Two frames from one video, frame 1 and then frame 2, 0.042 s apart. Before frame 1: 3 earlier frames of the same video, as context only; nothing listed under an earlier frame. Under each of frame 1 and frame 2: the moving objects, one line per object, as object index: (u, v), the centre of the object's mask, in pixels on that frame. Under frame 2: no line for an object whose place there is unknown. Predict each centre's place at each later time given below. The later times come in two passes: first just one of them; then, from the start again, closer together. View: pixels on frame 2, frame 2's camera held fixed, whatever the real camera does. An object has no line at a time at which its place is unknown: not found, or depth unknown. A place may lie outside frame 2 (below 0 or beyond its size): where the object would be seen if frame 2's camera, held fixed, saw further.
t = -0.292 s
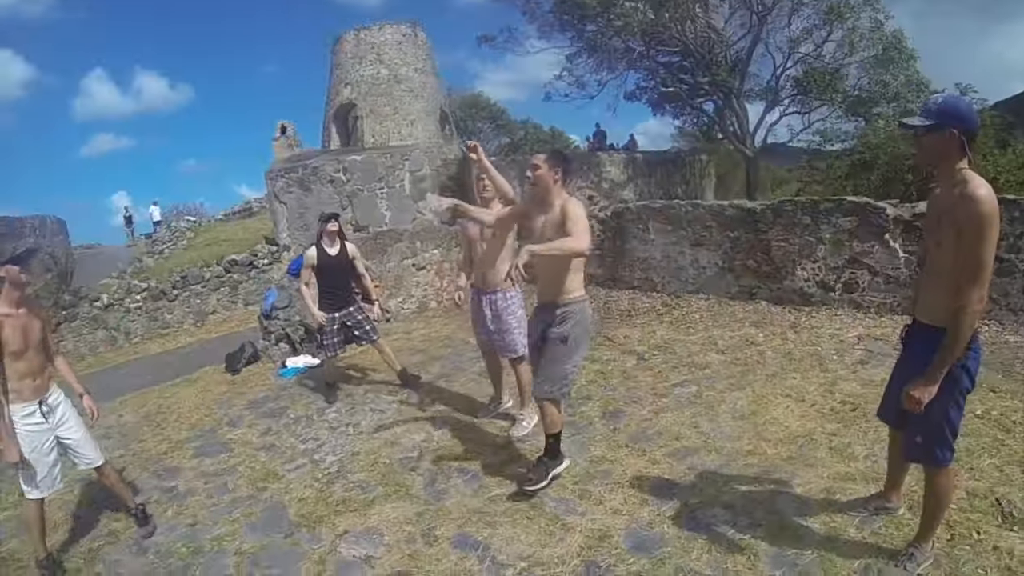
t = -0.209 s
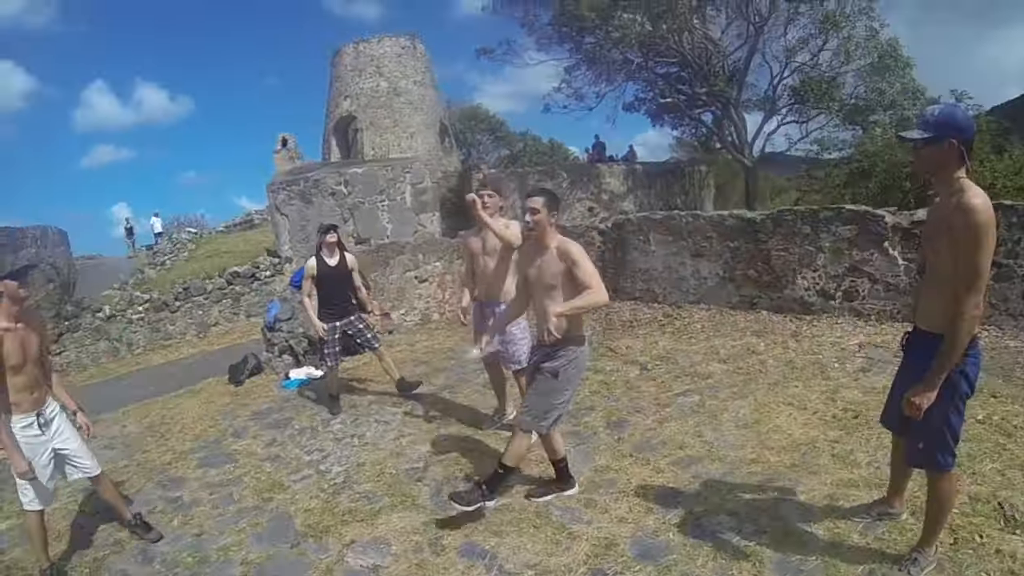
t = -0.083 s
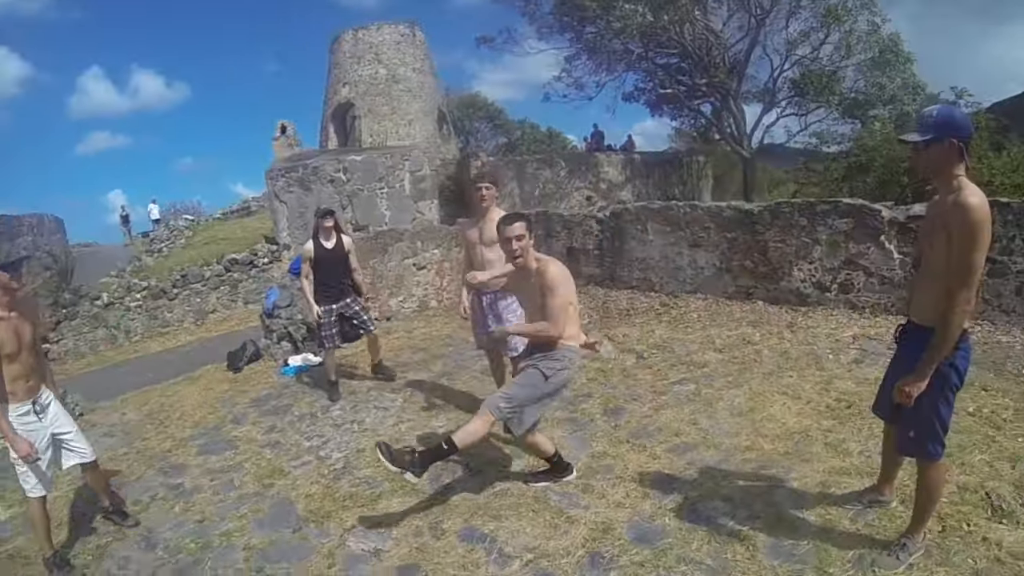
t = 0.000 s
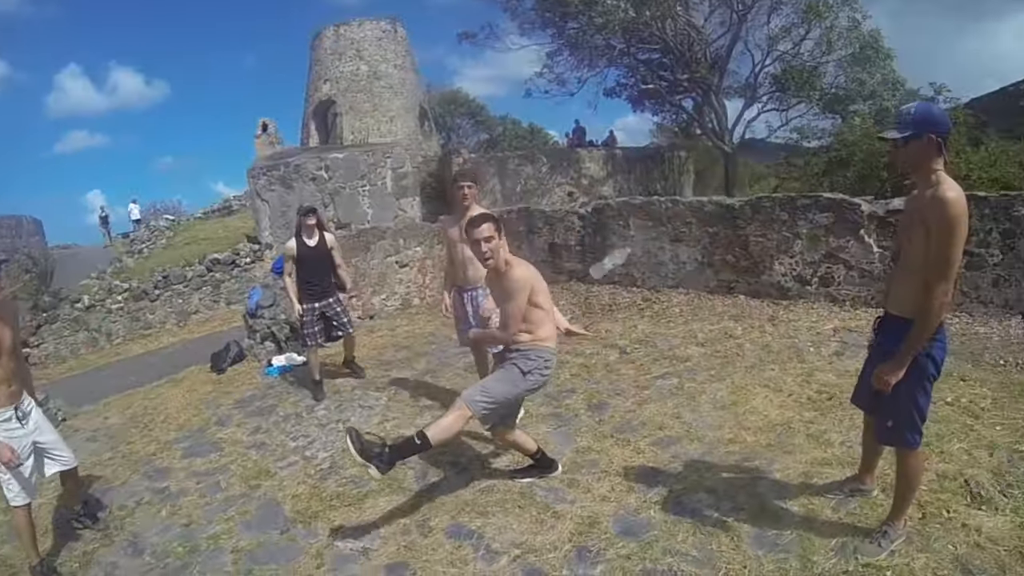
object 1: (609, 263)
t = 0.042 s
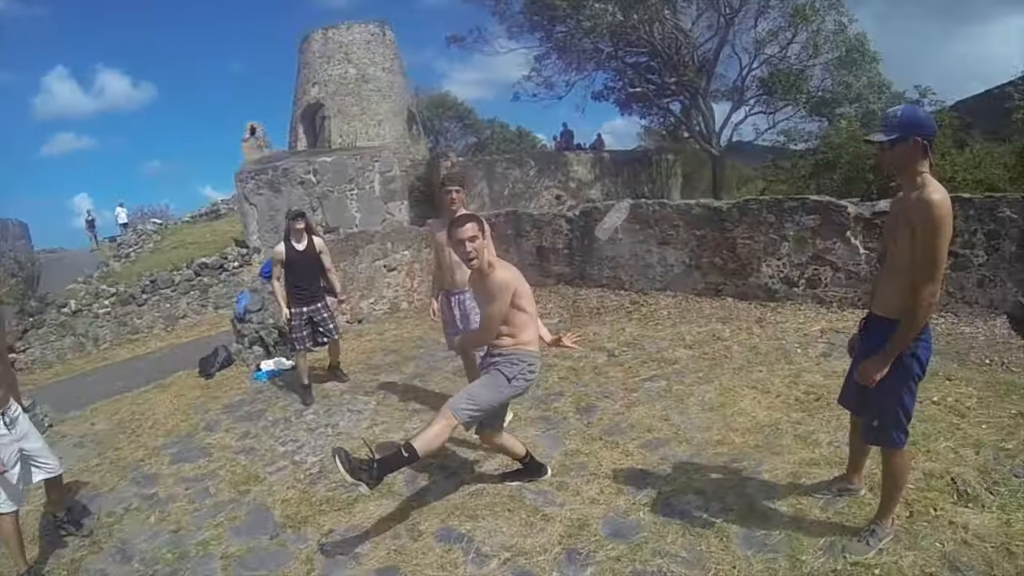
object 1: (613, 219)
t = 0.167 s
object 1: (669, 68)
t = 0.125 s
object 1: (651, 115)
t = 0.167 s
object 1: (669, 68)
